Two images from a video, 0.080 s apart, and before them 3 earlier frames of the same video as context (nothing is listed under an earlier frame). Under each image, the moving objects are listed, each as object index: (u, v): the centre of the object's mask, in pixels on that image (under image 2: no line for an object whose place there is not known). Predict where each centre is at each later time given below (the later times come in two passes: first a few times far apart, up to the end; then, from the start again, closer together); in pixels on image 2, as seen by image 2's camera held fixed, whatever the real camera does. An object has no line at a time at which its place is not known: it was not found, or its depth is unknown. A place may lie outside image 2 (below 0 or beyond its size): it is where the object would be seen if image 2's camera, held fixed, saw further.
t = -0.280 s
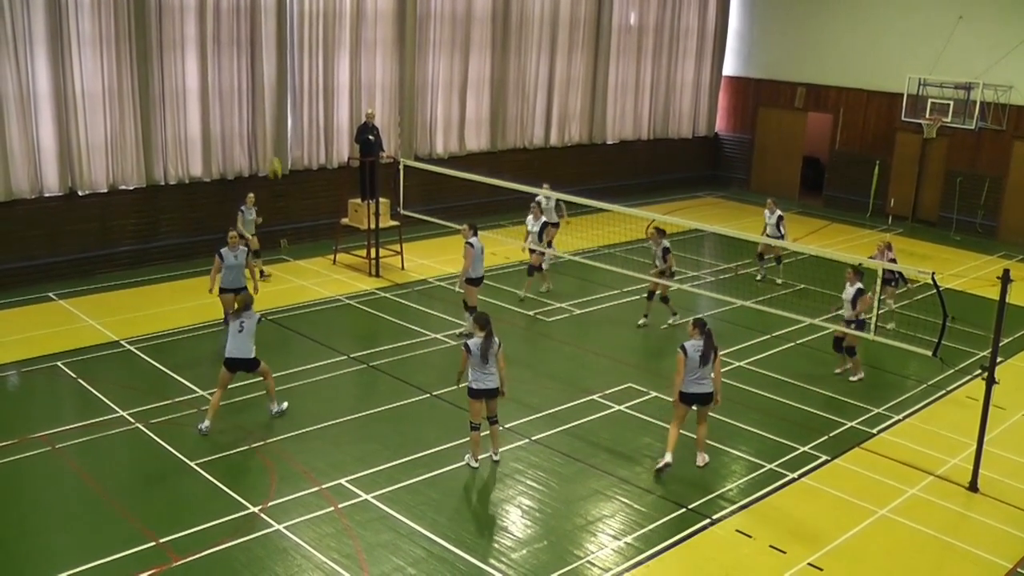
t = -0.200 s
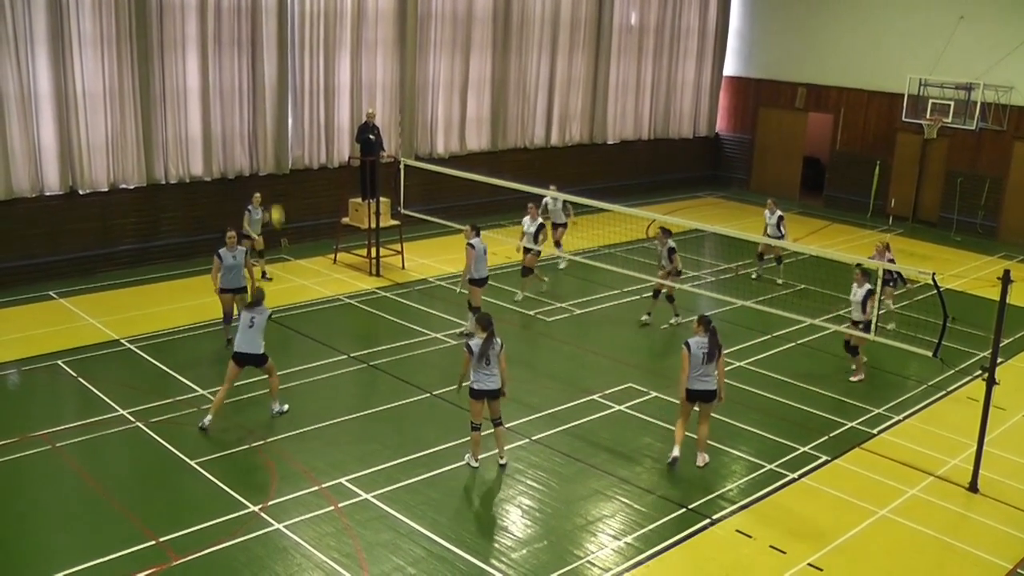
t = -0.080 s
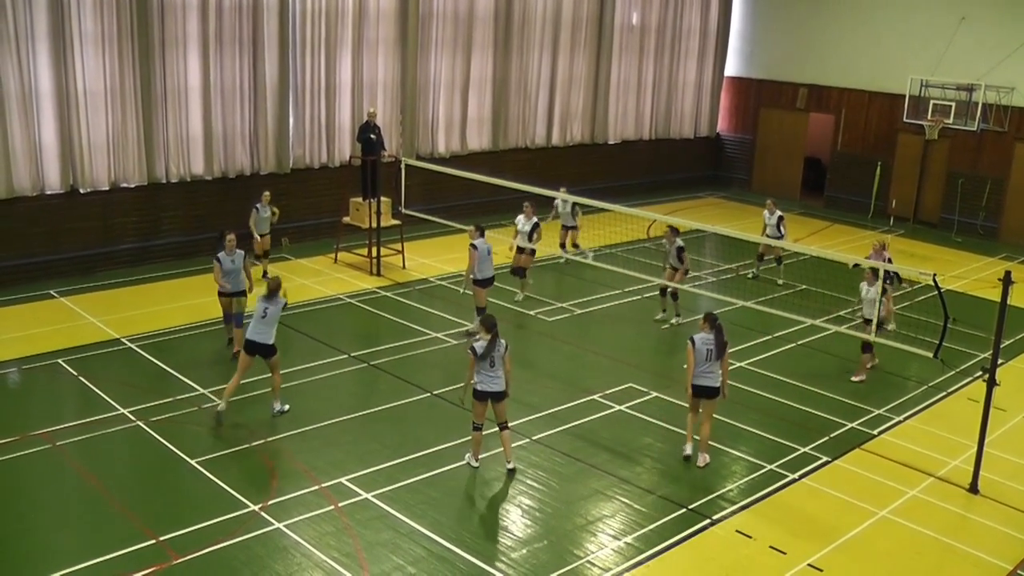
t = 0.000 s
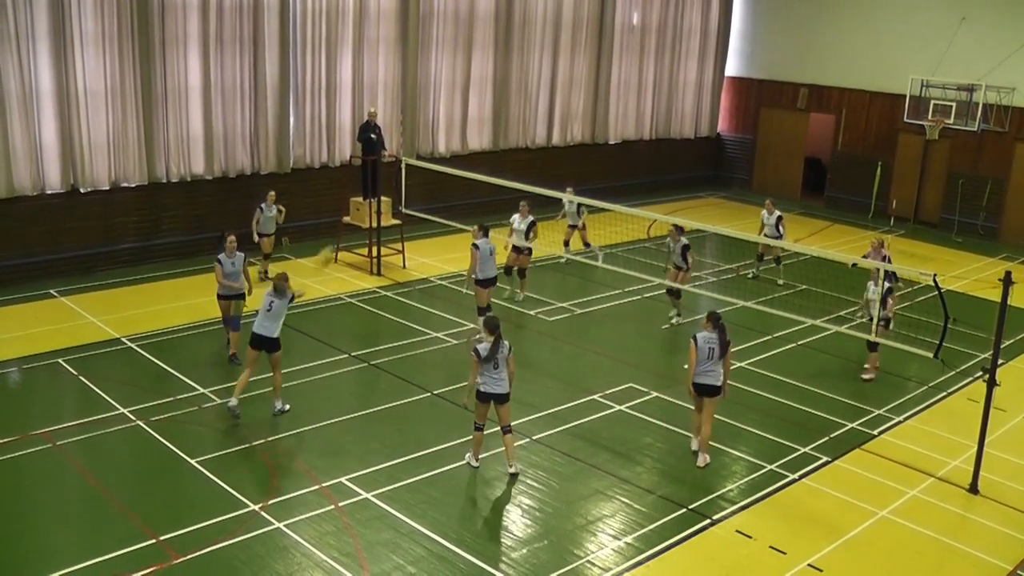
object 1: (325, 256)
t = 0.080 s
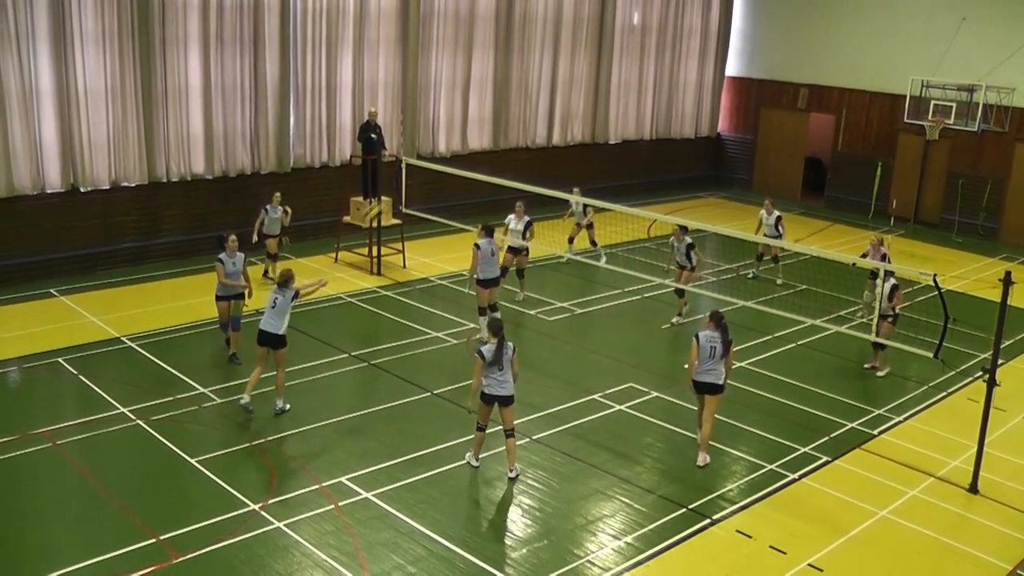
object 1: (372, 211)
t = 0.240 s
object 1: (460, 147)
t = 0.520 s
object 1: (582, 94)
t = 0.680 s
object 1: (638, 90)
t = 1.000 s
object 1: (723, 126)
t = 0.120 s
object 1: (395, 193)
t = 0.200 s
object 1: (439, 160)
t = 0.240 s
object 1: (460, 147)
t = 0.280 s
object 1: (479, 135)
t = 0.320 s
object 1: (498, 122)
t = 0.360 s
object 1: (515, 115)
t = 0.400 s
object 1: (532, 108)
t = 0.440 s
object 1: (549, 102)
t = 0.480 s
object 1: (566, 97)
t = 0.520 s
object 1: (582, 94)
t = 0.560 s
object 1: (596, 90)
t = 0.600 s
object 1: (609, 89)
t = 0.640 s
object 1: (624, 90)
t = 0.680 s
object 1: (638, 90)
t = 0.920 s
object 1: (704, 113)
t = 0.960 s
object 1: (714, 119)
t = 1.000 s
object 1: (723, 126)
